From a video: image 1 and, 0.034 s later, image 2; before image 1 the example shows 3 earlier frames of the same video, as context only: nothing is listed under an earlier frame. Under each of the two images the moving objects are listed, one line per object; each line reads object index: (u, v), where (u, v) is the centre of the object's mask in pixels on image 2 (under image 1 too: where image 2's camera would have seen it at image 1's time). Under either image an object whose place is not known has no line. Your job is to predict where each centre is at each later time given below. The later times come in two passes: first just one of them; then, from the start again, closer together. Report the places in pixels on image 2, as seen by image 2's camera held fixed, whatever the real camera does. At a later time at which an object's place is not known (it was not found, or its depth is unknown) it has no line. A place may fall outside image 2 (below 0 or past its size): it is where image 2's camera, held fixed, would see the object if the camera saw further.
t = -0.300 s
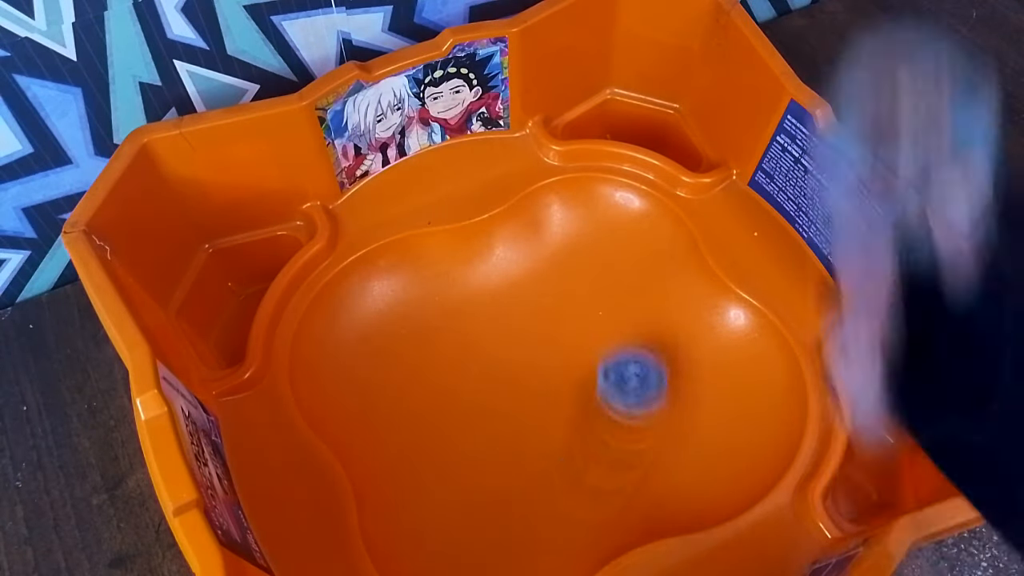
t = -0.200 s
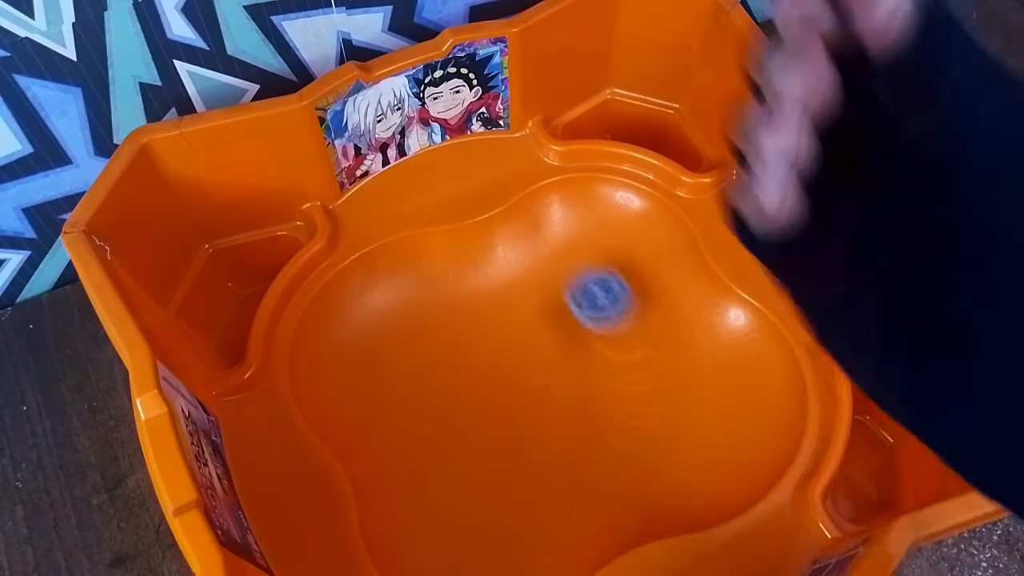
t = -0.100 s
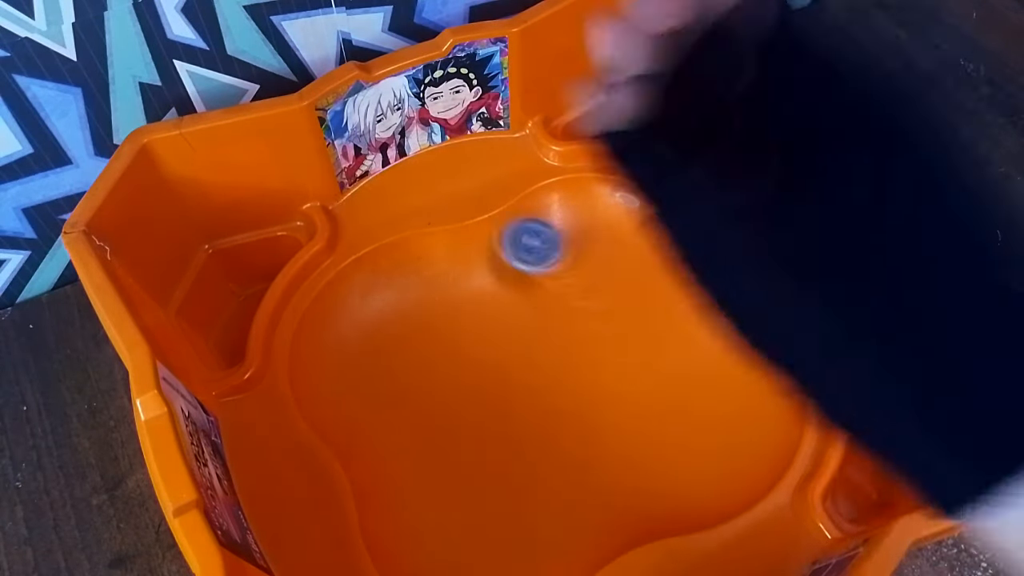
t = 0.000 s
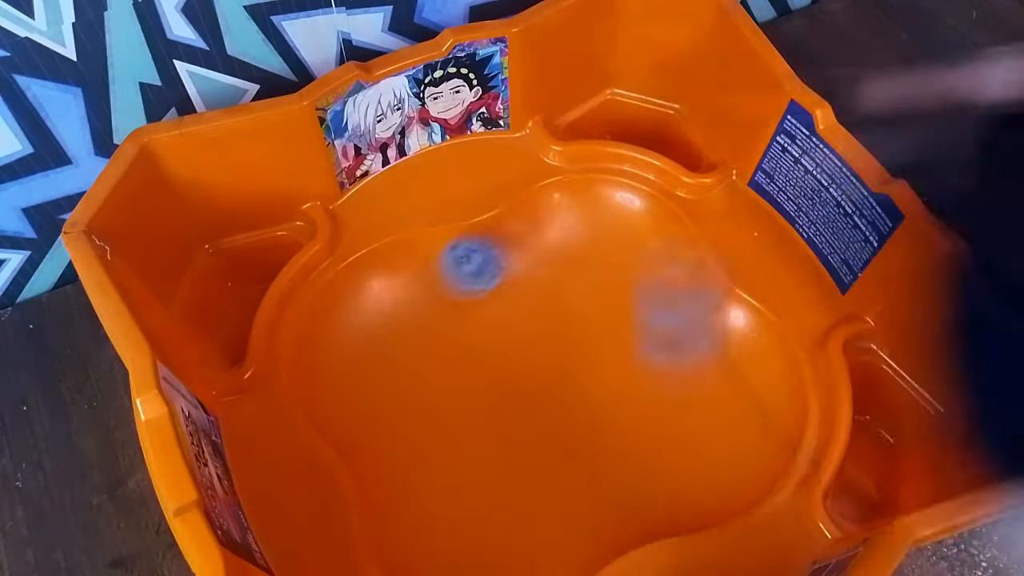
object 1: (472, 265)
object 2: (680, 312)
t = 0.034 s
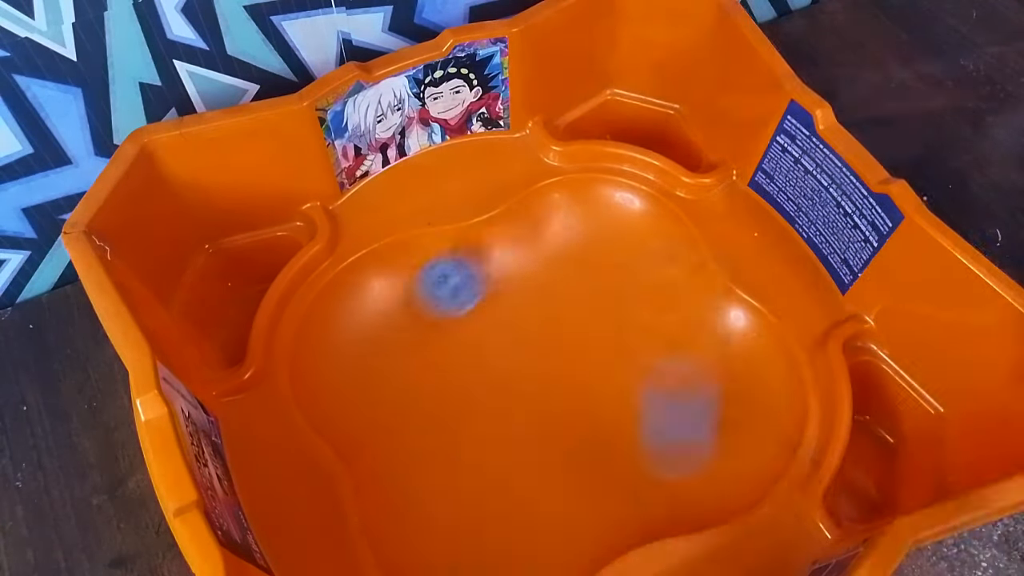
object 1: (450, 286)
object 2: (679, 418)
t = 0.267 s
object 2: (584, 284)
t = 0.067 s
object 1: (425, 304)
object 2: (674, 437)
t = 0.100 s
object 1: (401, 320)
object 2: (666, 396)
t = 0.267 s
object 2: (584, 284)
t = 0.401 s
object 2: (479, 258)
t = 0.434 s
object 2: (459, 265)
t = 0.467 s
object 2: (439, 276)
